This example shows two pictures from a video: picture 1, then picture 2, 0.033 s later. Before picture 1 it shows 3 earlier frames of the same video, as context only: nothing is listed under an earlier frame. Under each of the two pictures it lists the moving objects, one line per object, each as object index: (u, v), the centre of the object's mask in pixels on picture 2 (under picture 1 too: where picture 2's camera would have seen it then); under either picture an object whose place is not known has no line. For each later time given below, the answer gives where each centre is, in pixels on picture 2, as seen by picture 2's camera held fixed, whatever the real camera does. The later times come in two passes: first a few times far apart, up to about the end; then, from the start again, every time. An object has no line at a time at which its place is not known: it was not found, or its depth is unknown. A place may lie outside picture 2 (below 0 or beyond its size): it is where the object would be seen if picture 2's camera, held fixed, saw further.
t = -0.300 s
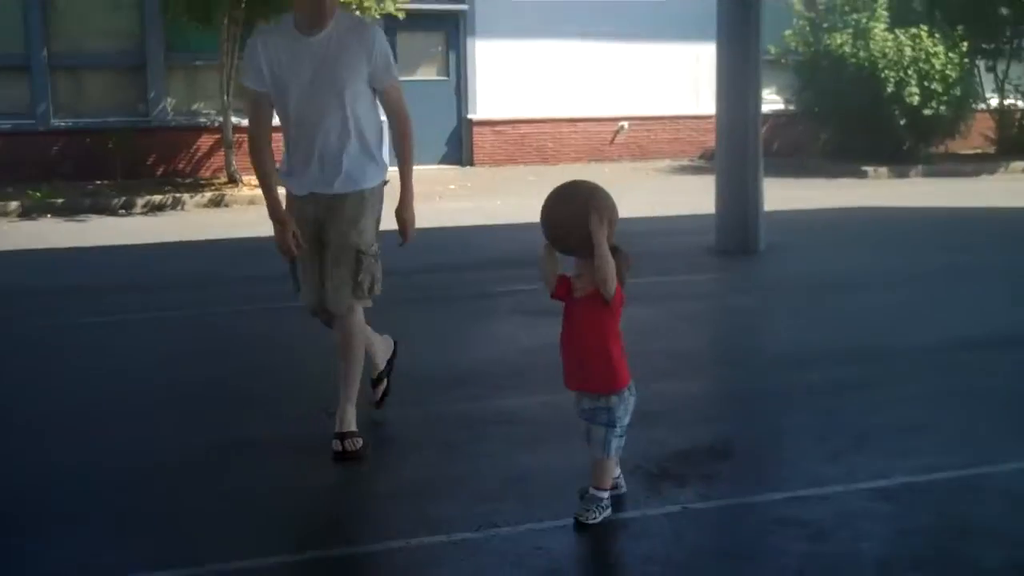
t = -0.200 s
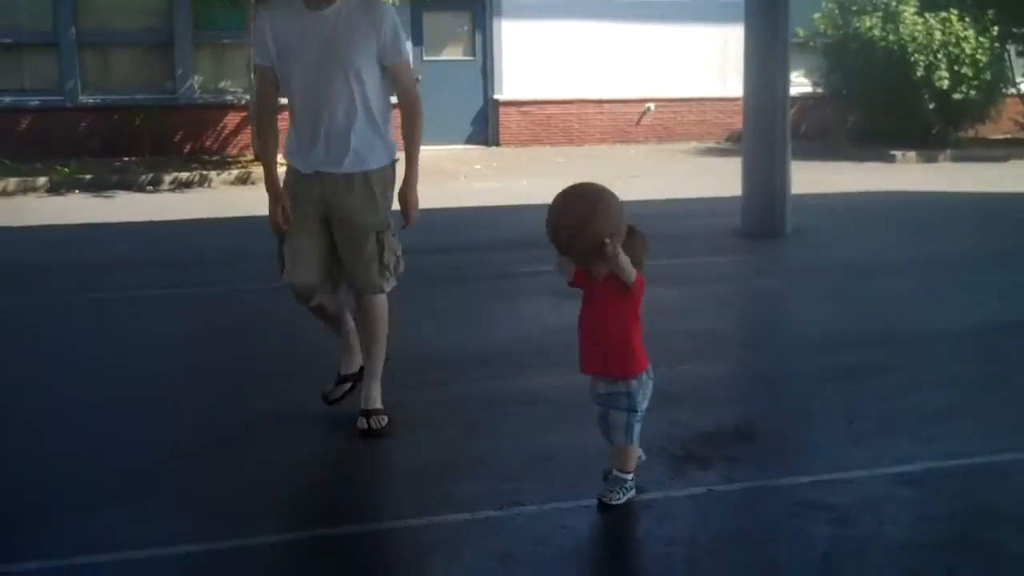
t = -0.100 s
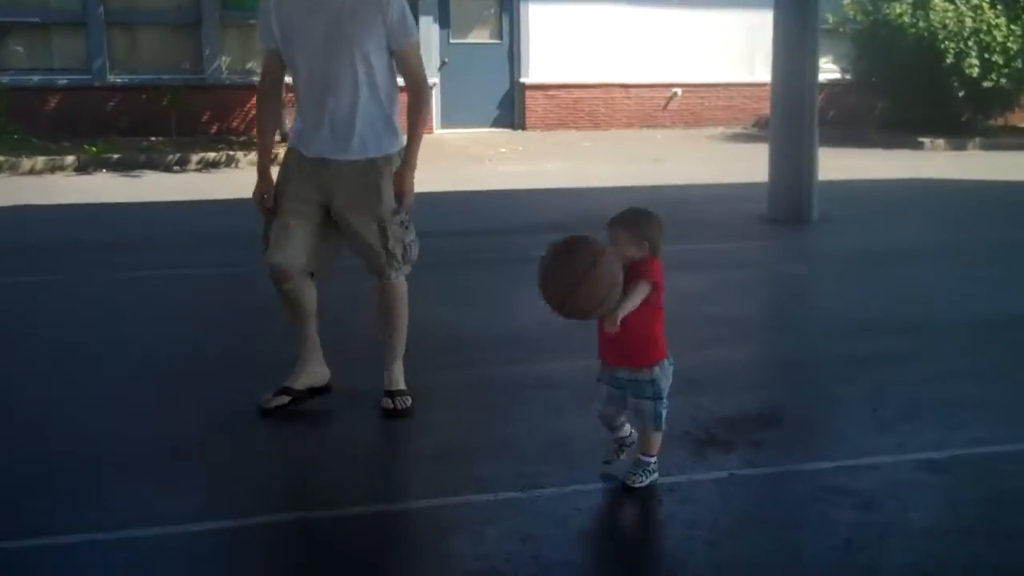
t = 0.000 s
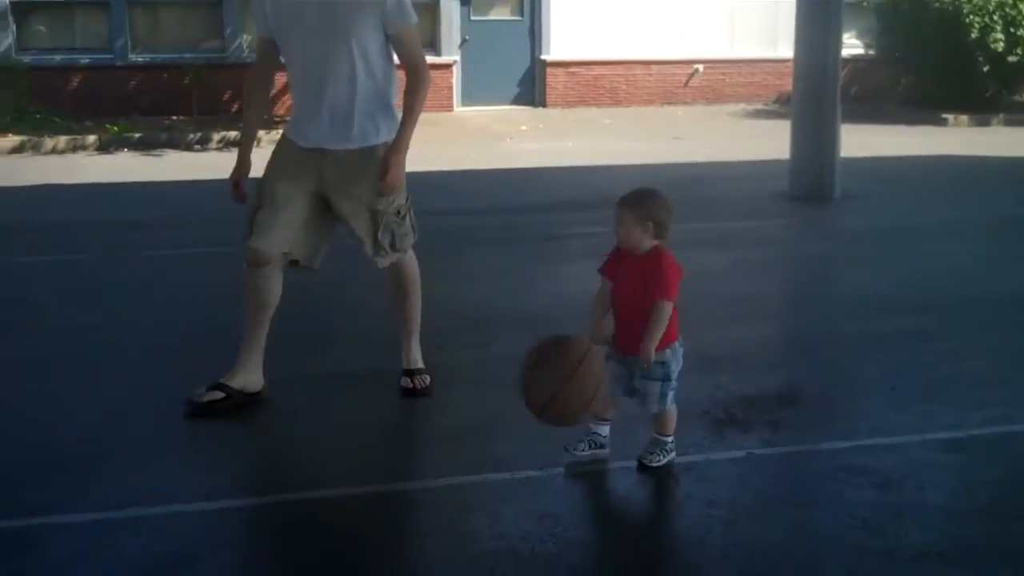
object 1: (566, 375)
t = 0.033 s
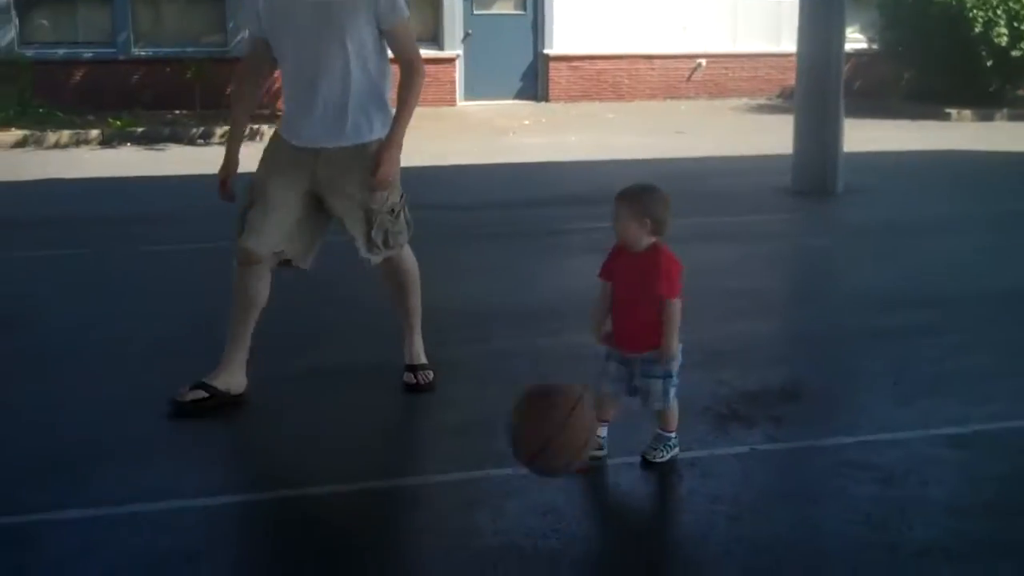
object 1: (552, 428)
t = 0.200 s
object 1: (503, 419)
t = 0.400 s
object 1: (444, 342)
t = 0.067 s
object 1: (538, 488)
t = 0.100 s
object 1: (528, 500)
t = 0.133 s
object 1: (520, 471)
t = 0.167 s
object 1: (512, 444)
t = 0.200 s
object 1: (503, 419)
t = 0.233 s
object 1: (495, 396)
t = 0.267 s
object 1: (485, 378)
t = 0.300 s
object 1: (476, 361)
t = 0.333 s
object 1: (465, 349)
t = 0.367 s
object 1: (455, 343)
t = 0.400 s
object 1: (444, 342)
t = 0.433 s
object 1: (433, 344)
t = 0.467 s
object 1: (424, 350)
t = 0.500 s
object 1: (412, 362)
